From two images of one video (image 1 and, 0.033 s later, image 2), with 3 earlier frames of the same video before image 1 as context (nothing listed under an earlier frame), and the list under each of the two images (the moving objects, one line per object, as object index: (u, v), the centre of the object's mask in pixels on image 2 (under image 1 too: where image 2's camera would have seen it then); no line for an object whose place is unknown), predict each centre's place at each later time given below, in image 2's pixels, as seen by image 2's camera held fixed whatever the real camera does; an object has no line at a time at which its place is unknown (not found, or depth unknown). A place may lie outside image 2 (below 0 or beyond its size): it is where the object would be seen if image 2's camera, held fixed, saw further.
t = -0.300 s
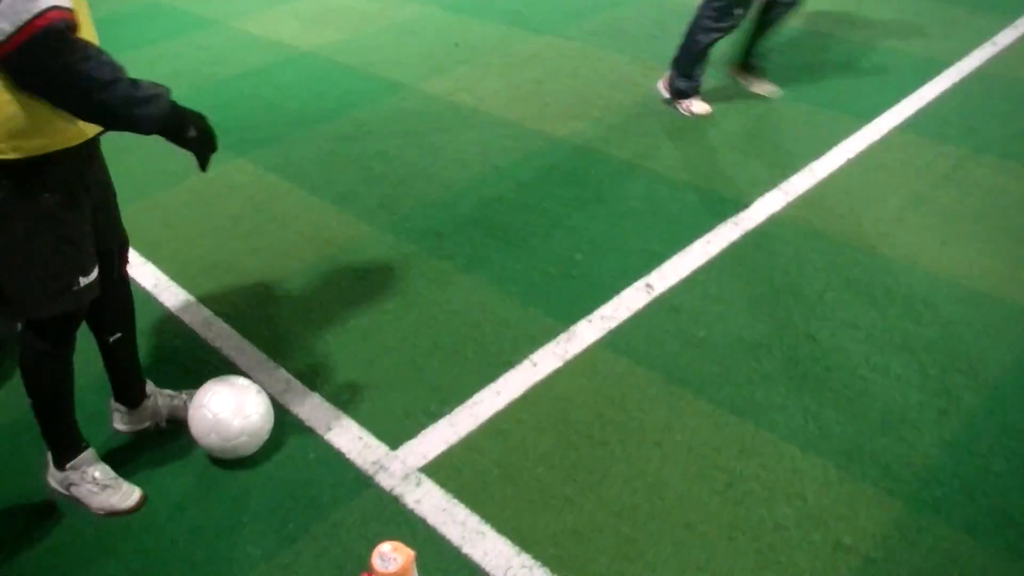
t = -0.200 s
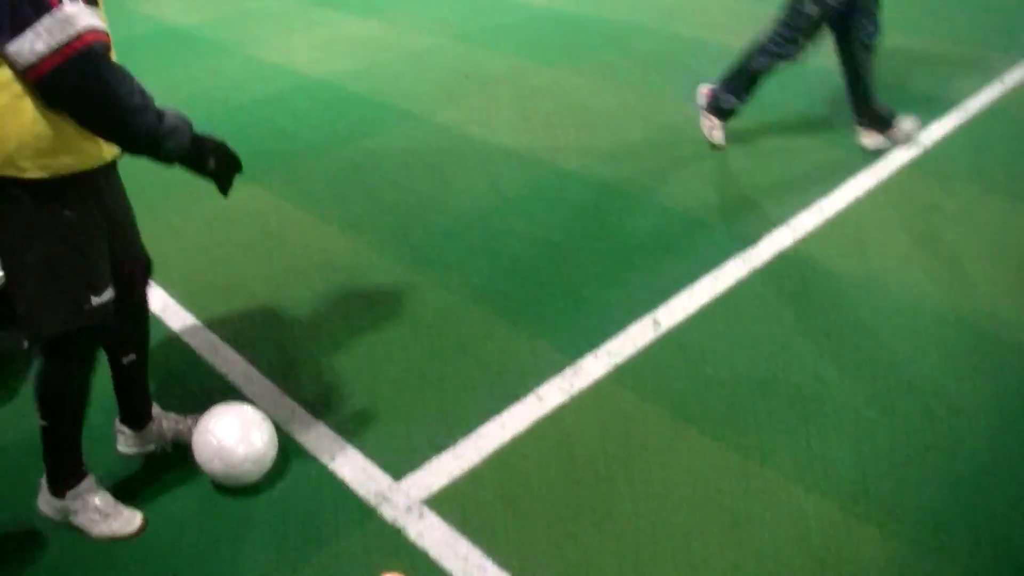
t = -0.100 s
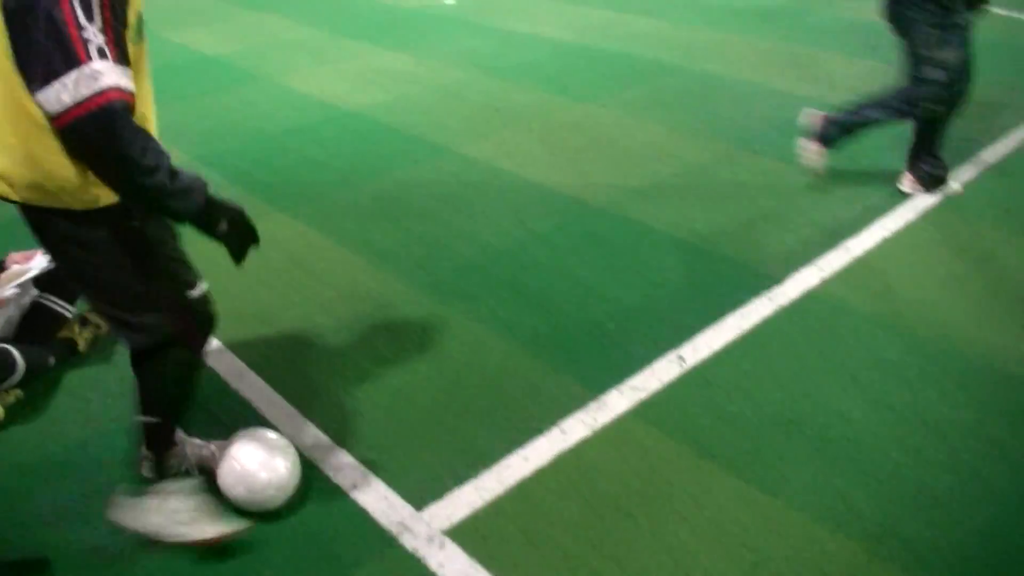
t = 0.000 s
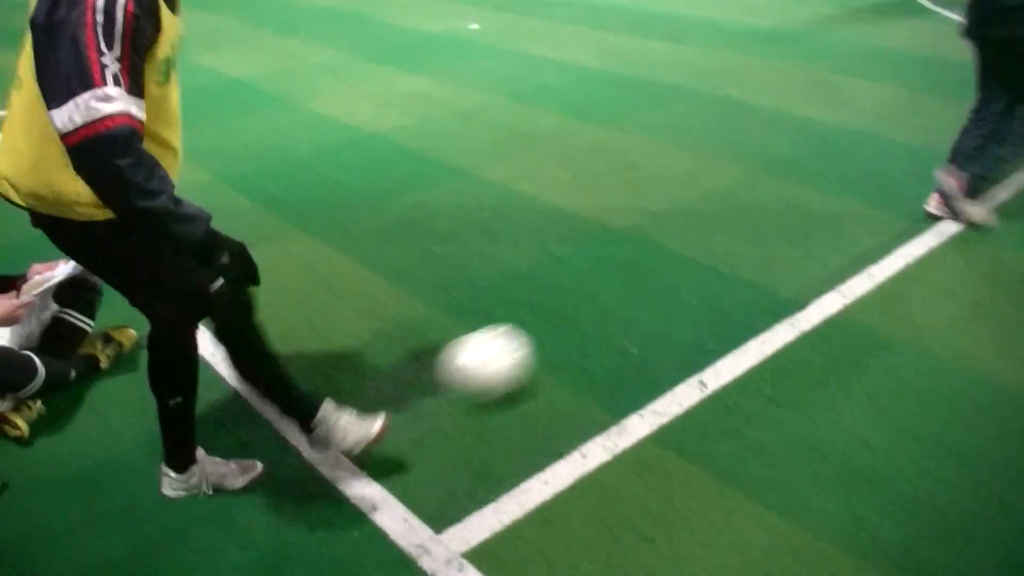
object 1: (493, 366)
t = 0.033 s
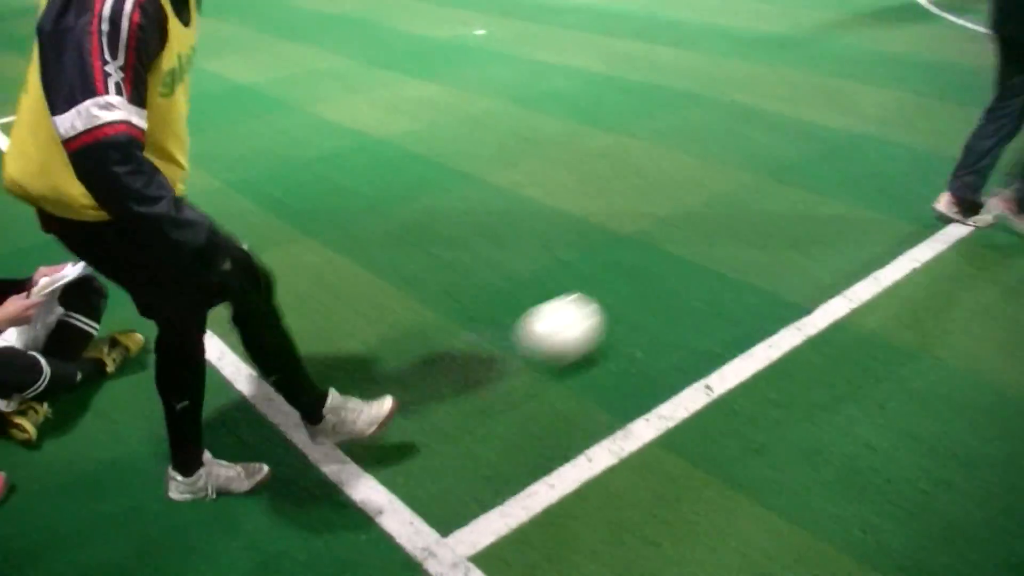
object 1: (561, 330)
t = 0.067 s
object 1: (622, 299)
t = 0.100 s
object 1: (675, 274)
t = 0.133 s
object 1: (721, 246)
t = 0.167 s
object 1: (761, 224)
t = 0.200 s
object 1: (796, 207)
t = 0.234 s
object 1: (831, 187)
